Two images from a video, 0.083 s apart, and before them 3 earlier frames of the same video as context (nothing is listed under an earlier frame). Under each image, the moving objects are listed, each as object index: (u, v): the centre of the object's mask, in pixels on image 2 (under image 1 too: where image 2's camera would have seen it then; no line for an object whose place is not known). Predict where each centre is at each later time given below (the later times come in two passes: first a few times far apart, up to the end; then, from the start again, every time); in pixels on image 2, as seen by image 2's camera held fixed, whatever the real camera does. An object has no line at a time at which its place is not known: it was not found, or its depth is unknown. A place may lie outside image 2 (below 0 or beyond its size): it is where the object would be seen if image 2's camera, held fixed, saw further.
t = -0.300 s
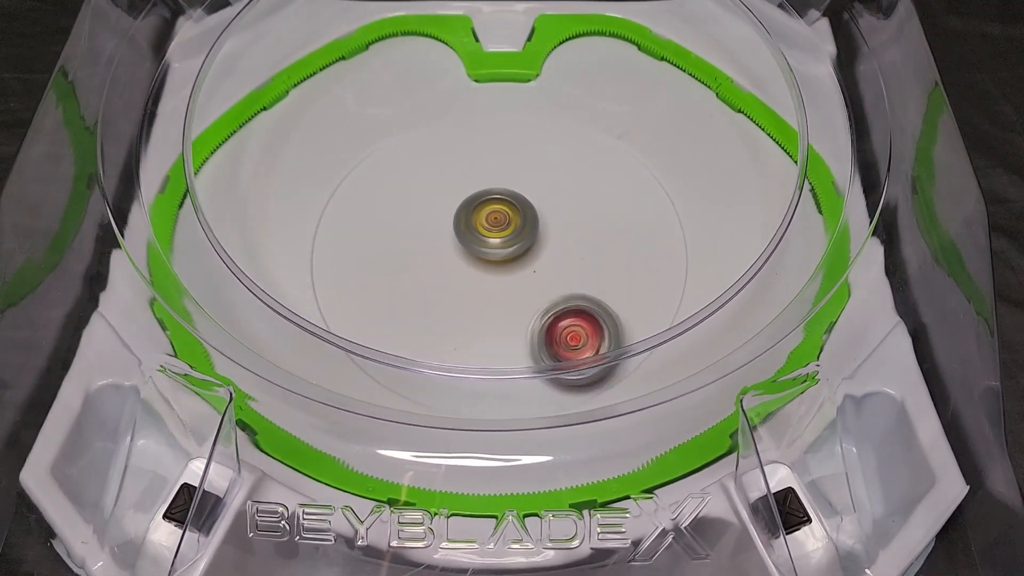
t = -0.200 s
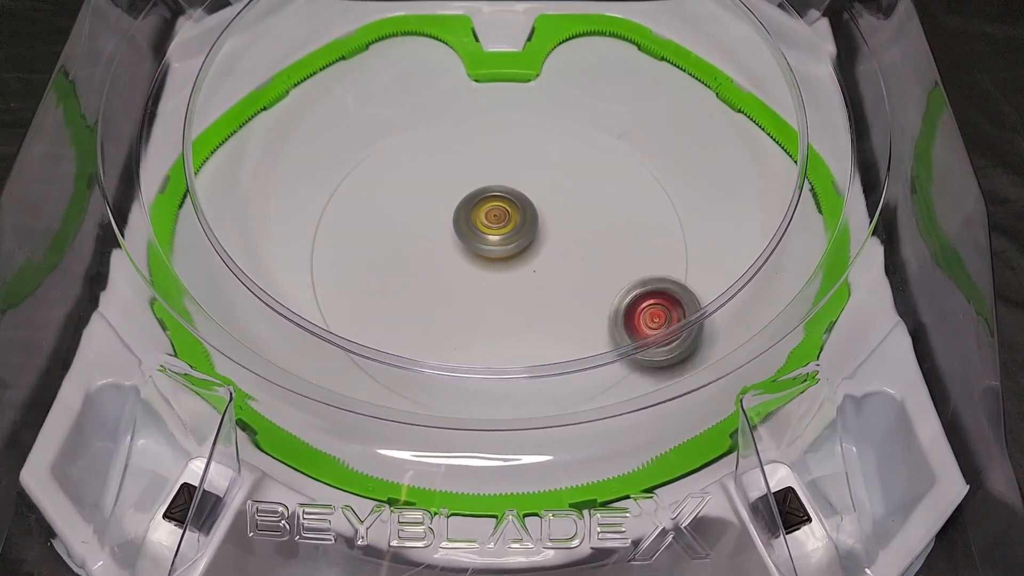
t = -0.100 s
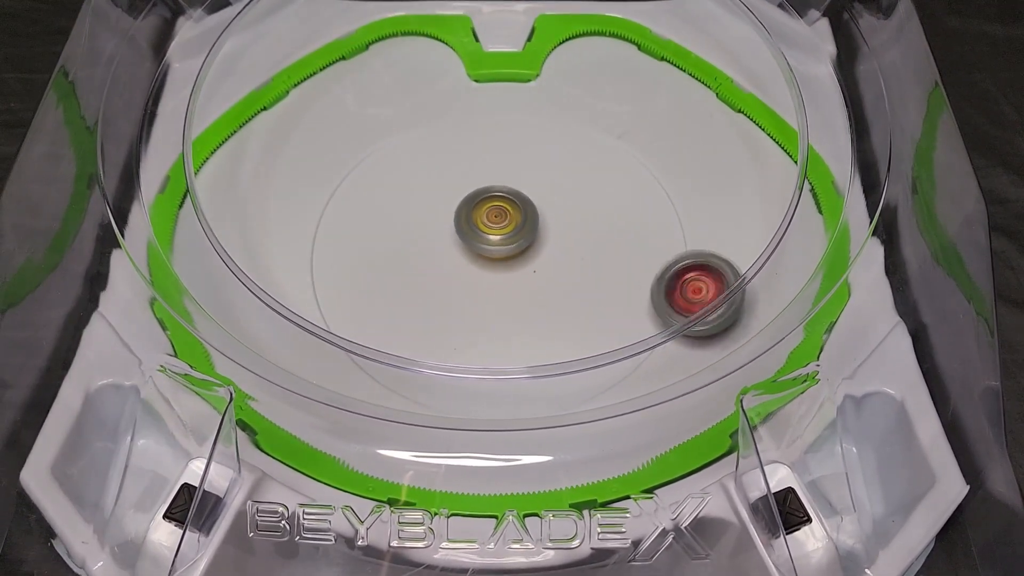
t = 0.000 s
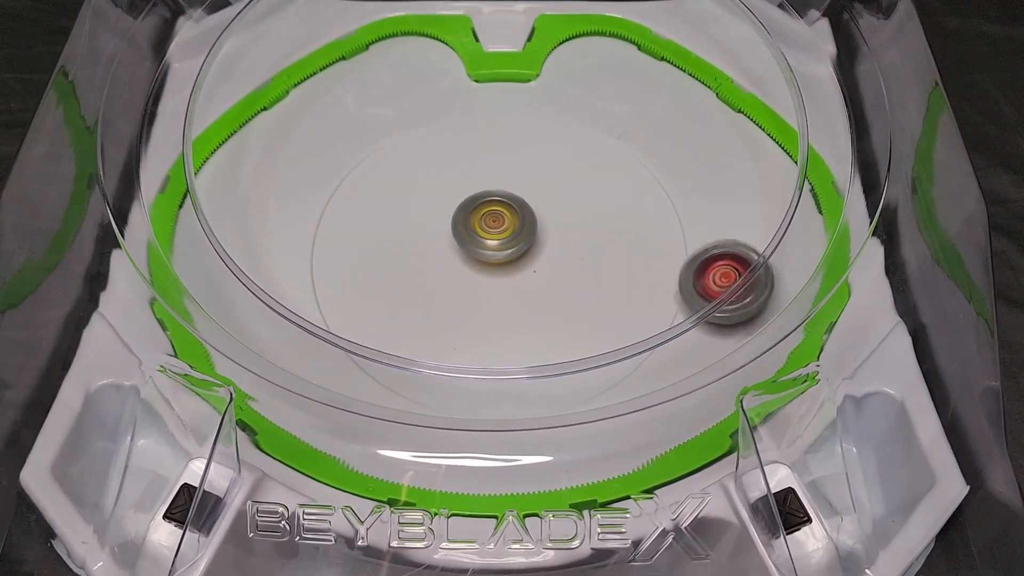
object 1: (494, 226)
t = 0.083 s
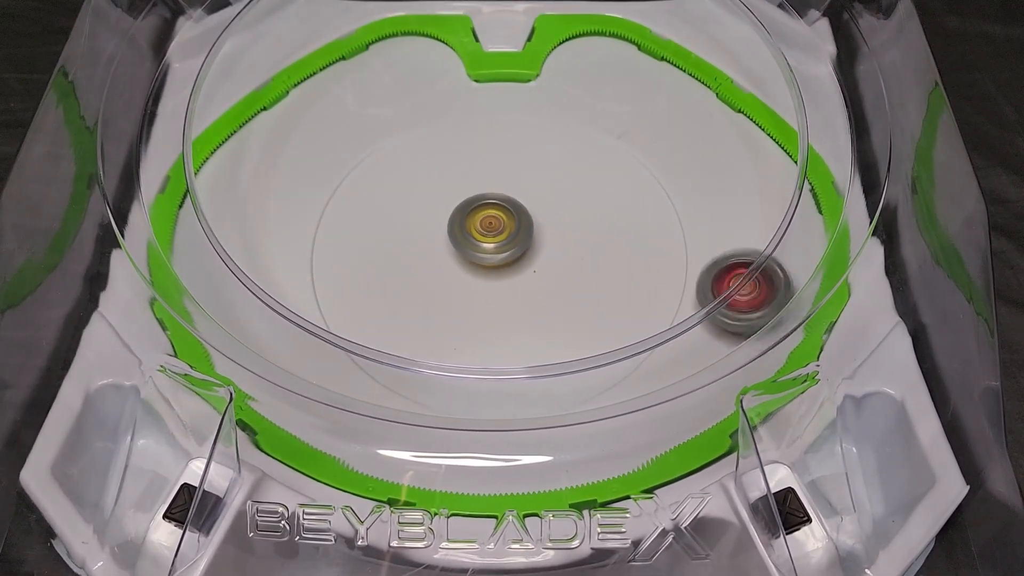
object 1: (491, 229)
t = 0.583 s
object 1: (484, 223)
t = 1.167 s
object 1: (485, 218)
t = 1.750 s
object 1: (406, 129)
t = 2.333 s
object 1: (524, 208)
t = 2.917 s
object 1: (502, 207)
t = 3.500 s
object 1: (444, 264)
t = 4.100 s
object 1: (480, 193)
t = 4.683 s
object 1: (461, 224)
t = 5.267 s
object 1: (518, 199)
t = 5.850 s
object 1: (403, 237)
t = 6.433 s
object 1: (419, 328)
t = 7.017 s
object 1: (467, 268)
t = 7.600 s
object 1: (765, 271)
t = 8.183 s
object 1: (719, 286)
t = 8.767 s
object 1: (556, 255)
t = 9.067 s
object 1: (447, 228)
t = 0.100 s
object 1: (490, 230)
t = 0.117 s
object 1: (489, 229)
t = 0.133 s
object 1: (489, 229)
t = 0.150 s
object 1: (488, 229)
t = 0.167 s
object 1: (488, 229)
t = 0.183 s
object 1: (488, 228)
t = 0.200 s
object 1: (488, 228)
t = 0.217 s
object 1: (488, 227)
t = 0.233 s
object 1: (487, 225)
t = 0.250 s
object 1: (488, 225)
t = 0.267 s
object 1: (488, 224)
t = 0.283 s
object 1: (488, 223)
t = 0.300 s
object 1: (488, 223)
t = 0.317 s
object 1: (488, 222)
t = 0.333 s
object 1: (489, 222)
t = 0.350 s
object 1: (489, 221)
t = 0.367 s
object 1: (489, 221)
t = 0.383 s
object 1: (489, 221)
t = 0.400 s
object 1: (489, 221)
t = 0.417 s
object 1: (489, 221)
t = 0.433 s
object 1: (489, 221)
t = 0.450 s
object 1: (488, 222)
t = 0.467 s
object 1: (488, 222)
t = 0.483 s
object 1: (488, 222)
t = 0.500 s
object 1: (487, 222)
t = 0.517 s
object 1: (486, 223)
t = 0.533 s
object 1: (486, 223)
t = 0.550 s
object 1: (485, 223)
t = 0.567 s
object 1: (484, 223)
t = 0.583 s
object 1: (484, 223)
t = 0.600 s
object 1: (483, 224)
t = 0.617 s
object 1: (482, 224)
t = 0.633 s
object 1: (481, 225)
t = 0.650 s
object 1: (480, 225)
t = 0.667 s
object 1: (480, 225)
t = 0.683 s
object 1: (479, 226)
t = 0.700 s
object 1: (479, 226)
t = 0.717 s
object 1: (479, 226)
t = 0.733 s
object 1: (479, 226)
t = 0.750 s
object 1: (479, 226)
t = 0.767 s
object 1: (479, 226)
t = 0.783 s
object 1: (479, 226)
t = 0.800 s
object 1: (479, 226)
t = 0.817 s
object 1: (479, 226)
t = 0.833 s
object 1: (479, 226)
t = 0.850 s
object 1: (480, 226)
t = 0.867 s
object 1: (479, 225)
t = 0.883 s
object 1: (480, 225)
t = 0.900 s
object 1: (480, 225)
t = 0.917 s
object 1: (480, 225)
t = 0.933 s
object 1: (480, 224)
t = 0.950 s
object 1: (480, 224)
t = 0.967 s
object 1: (480, 224)
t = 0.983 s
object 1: (481, 223)
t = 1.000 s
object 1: (481, 223)
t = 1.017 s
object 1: (481, 223)
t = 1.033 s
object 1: (482, 223)
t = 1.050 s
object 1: (482, 222)
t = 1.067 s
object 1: (482, 221)
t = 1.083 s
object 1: (483, 220)
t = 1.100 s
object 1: (483, 219)
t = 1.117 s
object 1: (484, 219)
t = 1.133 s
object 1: (485, 218)
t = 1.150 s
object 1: (485, 218)
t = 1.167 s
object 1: (485, 218)
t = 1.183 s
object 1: (485, 217)
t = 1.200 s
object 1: (485, 217)
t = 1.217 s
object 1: (485, 217)
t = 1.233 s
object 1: (485, 217)
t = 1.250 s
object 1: (485, 217)
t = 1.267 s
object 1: (484, 216)
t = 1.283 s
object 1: (485, 216)
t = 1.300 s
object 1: (484, 216)
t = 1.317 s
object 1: (484, 216)
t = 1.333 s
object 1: (484, 216)
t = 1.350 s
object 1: (484, 216)
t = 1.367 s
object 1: (484, 215)
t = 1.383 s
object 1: (483, 215)
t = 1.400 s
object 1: (481, 207)
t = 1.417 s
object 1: (476, 194)
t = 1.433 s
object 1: (472, 181)
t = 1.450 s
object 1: (469, 169)
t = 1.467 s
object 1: (466, 159)
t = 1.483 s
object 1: (463, 149)
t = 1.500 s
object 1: (460, 140)
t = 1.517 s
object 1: (457, 133)
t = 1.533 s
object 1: (454, 126)
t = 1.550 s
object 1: (451, 122)
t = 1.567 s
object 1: (448, 118)
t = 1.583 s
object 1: (444, 115)
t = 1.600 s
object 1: (440, 114)
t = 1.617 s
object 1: (436, 113)
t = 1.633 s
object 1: (432, 113)
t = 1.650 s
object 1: (428, 114)
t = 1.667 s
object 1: (424, 115)
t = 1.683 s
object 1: (420, 117)
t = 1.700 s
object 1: (416, 120)
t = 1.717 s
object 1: (412, 122)
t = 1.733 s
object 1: (409, 125)
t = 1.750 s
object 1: (406, 129)
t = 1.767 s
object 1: (403, 133)
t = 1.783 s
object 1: (401, 138)
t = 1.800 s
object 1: (399, 143)
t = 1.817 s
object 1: (397, 148)
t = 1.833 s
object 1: (396, 153)
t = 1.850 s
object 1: (396, 159)
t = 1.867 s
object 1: (396, 165)
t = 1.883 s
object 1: (396, 170)
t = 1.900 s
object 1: (397, 175)
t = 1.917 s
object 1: (399, 181)
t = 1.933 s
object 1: (402, 187)
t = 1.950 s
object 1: (404, 193)
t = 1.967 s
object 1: (408, 199)
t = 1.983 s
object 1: (412, 204)
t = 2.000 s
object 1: (416, 209)
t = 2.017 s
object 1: (421, 213)
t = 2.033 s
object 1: (427, 218)
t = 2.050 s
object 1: (433, 221)
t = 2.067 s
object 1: (439, 225)
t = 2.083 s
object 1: (445, 227)
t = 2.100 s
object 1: (451, 230)
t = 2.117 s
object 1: (457, 231)
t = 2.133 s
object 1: (463, 232)
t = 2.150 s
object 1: (469, 233)
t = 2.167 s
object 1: (475, 232)
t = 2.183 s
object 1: (481, 232)
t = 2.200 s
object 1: (486, 231)
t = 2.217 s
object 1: (492, 229)
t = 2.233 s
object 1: (498, 227)
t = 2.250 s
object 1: (503, 224)
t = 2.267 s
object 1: (508, 222)
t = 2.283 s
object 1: (512, 219)
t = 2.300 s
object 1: (517, 216)
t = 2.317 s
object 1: (521, 212)
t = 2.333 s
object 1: (524, 208)
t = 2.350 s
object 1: (528, 205)
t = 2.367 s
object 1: (530, 201)
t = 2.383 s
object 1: (532, 198)
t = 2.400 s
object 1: (534, 194)
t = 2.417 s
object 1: (535, 191)
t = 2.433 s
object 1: (536, 188)
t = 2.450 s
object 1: (536, 185)
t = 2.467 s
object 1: (536, 183)
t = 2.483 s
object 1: (535, 180)
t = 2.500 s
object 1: (534, 178)
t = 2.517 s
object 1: (532, 176)
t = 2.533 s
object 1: (530, 175)
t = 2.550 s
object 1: (528, 174)
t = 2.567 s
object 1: (526, 174)
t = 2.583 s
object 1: (523, 174)
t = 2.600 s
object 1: (521, 174)
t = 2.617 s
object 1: (518, 175)
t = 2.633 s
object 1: (516, 175)
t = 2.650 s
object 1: (514, 177)
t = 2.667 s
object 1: (512, 178)
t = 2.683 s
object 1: (510, 180)
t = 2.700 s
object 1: (508, 181)
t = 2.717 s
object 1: (507, 183)
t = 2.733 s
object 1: (505, 185)
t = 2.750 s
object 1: (505, 188)
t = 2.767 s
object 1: (504, 190)
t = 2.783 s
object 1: (503, 192)
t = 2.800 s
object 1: (503, 194)
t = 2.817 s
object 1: (503, 197)
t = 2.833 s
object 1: (504, 199)
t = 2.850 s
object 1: (504, 201)
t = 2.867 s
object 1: (505, 204)
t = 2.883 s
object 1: (505, 206)
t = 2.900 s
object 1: (506, 208)
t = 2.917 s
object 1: (502, 207)
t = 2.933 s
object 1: (491, 199)
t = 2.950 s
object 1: (480, 193)
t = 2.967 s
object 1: (470, 186)
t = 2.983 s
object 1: (461, 181)
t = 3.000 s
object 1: (453, 177)
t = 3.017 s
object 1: (446, 173)
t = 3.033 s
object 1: (439, 170)
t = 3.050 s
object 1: (433, 168)
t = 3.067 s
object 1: (428, 167)
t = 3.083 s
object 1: (422, 167)
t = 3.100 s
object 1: (418, 169)
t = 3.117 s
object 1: (414, 170)
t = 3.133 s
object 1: (410, 173)
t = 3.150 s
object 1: (407, 177)
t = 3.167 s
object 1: (404, 182)
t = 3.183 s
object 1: (402, 186)
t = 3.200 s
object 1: (400, 192)
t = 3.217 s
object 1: (398, 197)
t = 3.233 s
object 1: (397, 203)
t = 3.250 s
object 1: (397, 209)
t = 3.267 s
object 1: (397, 214)
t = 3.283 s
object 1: (398, 220)
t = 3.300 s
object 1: (399, 225)
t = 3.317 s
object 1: (401, 230)
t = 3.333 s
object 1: (404, 236)
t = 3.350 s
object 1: (406, 240)
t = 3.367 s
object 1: (409, 244)
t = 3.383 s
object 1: (413, 248)
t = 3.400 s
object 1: (417, 252)
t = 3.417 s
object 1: (421, 255)
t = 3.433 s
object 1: (425, 257)
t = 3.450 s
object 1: (430, 260)
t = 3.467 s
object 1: (435, 262)
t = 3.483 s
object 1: (439, 263)
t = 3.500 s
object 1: (444, 264)
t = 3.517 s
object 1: (449, 264)
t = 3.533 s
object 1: (454, 264)
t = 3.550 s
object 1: (459, 264)
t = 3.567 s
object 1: (463, 263)
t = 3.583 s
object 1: (468, 262)
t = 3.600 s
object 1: (471, 260)
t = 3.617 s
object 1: (475, 258)
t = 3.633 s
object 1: (479, 256)
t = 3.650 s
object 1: (482, 254)
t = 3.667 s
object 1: (485, 251)
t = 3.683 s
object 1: (487, 248)
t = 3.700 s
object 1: (489, 245)
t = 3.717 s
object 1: (491, 242)
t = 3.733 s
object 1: (493, 239)
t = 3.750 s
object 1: (493, 236)
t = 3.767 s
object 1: (494, 233)
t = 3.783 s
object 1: (494, 230)
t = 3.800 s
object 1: (494, 227)
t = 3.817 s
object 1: (494, 223)
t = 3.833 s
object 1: (494, 220)
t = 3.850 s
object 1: (494, 217)
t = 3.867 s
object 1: (494, 214)
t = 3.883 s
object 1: (493, 211)
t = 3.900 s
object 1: (493, 209)
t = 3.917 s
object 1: (492, 206)
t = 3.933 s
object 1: (491, 204)
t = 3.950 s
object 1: (490, 202)
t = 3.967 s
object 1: (489, 200)
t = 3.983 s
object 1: (489, 199)
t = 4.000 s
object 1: (488, 197)
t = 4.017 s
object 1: (487, 196)
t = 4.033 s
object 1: (486, 196)
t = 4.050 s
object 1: (484, 195)
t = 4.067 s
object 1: (483, 194)
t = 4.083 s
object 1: (482, 194)
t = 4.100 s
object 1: (480, 193)
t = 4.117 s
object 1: (479, 193)
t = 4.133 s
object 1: (478, 193)
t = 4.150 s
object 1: (477, 193)
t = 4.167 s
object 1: (476, 194)
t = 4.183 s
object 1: (475, 194)
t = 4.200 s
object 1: (474, 194)
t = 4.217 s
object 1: (472, 195)
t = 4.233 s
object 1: (472, 196)
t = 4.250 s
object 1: (471, 196)
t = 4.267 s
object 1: (470, 197)
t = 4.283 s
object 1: (469, 198)
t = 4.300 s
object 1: (465, 197)
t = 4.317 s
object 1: (458, 196)
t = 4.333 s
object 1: (452, 195)
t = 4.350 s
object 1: (447, 195)
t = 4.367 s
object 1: (443, 195)
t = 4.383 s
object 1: (440, 195)
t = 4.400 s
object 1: (438, 196)
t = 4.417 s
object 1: (436, 197)
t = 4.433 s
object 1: (435, 198)
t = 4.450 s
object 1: (435, 199)
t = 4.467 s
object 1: (435, 200)
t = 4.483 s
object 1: (436, 202)
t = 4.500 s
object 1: (437, 204)
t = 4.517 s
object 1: (438, 206)
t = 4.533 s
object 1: (440, 208)
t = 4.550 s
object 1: (441, 210)
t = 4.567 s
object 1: (443, 212)
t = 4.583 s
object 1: (445, 214)
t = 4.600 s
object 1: (448, 216)
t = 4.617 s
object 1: (450, 218)
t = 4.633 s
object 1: (452, 219)
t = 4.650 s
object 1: (455, 221)
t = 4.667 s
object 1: (458, 222)
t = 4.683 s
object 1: (461, 224)
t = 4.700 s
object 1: (463, 225)
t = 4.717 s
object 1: (466, 226)
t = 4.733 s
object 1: (469, 227)
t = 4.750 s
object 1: (472, 228)
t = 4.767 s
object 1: (475, 228)
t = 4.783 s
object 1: (478, 229)
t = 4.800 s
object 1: (480, 229)
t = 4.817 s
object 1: (483, 229)
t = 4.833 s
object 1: (485, 229)
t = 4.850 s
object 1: (487, 229)
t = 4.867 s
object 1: (490, 229)
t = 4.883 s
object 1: (492, 228)
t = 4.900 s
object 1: (493, 228)
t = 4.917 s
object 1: (496, 227)
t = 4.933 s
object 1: (501, 227)
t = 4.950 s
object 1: (506, 227)
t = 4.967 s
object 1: (511, 227)
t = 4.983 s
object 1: (514, 227)
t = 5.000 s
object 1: (518, 227)
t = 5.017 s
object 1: (520, 226)
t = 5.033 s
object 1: (522, 225)
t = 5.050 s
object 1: (523, 225)
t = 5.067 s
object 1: (524, 223)
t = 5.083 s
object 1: (525, 222)
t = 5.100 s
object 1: (525, 220)
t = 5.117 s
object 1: (525, 218)
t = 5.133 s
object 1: (524, 216)
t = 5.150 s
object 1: (524, 214)
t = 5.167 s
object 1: (523, 212)
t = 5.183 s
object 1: (523, 209)
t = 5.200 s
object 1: (522, 207)
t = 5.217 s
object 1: (521, 205)
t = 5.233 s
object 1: (520, 202)
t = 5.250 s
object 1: (519, 201)
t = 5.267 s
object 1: (518, 199)
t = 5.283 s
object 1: (517, 198)
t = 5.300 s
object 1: (515, 197)
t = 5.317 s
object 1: (514, 196)
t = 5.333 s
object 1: (512, 196)
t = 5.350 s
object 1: (511, 196)
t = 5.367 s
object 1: (510, 196)
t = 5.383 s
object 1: (509, 196)
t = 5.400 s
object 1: (507, 196)
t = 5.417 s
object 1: (506, 197)
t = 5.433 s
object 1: (505, 198)
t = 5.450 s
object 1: (504, 198)
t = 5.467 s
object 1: (503, 199)
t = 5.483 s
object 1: (499, 200)
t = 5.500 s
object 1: (484, 198)
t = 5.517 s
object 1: (471, 196)
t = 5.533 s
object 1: (459, 195)
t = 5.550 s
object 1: (448, 193)
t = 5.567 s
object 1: (438, 192)
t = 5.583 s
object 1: (429, 192)
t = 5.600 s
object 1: (421, 191)
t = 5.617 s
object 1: (414, 192)
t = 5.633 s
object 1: (409, 192)
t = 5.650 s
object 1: (404, 194)
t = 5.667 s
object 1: (400, 196)
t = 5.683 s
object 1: (398, 199)
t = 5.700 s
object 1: (396, 202)
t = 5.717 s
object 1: (394, 205)
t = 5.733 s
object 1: (394, 209)
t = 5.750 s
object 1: (394, 213)
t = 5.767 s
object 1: (394, 217)
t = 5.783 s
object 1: (395, 222)
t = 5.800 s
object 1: (397, 226)
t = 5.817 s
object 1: (398, 230)
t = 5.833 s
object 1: (400, 233)
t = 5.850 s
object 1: (403, 237)
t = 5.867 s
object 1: (406, 241)
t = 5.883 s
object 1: (409, 244)
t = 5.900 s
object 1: (412, 247)
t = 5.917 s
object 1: (415, 249)
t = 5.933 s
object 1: (413, 256)
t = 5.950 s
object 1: (408, 266)
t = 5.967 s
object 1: (405, 274)
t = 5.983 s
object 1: (403, 281)
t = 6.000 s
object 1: (402, 286)
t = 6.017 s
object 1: (401, 291)
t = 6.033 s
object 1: (402, 295)
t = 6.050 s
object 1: (404, 298)
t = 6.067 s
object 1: (407, 301)
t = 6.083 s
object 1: (410, 303)
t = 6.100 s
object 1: (414, 304)
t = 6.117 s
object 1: (418, 305)
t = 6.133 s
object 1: (422, 306)
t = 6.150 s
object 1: (427, 305)
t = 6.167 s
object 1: (431, 305)
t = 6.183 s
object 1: (423, 310)
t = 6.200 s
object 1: (414, 317)
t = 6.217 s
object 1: (409, 320)
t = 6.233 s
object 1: (405, 322)
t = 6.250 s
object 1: (402, 324)
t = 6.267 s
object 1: (401, 325)
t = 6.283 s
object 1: (401, 326)
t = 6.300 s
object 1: (401, 327)
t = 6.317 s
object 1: (403, 328)
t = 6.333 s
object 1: (404, 328)
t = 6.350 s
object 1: (406, 329)
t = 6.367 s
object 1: (409, 329)
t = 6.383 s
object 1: (411, 329)
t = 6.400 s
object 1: (414, 329)
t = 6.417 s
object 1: (417, 328)
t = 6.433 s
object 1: (419, 328)
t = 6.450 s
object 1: (422, 327)
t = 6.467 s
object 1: (425, 326)
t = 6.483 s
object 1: (428, 324)
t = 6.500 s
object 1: (430, 322)
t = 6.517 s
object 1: (433, 319)
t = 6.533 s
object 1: (435, 315)
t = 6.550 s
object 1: (438, 311)
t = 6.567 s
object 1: (440, 307)
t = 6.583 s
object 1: (442, 302)
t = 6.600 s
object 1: (444, 298)
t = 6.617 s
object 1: (446, 293)
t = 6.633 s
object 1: (448, 289)
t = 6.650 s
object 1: (449, 284)
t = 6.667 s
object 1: (451, 279)
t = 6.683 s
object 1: (452, 274)
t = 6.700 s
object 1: (453, 269)
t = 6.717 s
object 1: (455, 264)
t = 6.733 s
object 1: (456, 259)
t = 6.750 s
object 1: (457, 255)
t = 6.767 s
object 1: (458, 256)
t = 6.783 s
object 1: (458, 264)
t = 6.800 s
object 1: (458, 271)
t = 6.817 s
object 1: (457, 277)
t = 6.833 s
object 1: (457, 281)
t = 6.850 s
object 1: (457, 285)
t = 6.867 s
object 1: (457, 287)
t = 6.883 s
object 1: (458, 289)
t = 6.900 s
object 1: (458, 289)
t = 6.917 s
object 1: (458, 289)
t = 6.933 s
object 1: (458, 287)
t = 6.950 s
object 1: (459, 285)
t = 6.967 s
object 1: (461, 281)
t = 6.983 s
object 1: (462, 277)
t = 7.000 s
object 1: (465, 273)
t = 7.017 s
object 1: (467, 268)
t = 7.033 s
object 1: (469, 264)
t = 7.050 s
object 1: (471, 259)
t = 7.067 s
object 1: (474, 254)
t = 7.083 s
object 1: (476, 250)
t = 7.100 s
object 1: (486, 252)
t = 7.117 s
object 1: (511, 263)
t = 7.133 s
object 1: (535, 274)
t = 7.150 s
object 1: (559, 283)
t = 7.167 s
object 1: (582, 291)
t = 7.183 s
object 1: (604, 297)
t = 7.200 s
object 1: (623, 300)
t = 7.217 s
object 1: (639, 301)
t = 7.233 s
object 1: (654, 299)
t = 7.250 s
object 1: (672, 304)
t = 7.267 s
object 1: (680, 298)
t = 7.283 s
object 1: (686, 293)
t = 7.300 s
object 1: (691, 292)
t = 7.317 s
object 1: (696, 290)
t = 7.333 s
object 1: (702, 287)
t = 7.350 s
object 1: (707, 286)
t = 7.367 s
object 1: (711, 284)
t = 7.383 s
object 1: (716, 282)
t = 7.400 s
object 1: (720, 281)
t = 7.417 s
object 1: (725, 279)
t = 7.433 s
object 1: (730, 278)
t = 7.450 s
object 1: (734, 276)
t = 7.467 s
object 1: (738, 275)
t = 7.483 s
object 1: (742, 274)
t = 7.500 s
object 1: (747, 274)
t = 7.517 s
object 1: (750, 273)
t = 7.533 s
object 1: (754, 272)
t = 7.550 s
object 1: (757, 272)
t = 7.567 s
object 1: (760, 271)
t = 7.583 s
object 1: (763, 271)
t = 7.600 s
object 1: (765, 271)
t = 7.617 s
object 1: (767, 271)
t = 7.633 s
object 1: (771, 271)
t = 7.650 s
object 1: (773, 271)
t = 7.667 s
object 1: (777, 273)
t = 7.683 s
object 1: (779, 274)
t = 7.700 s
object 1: (780, 274)
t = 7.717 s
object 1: (782, 275)
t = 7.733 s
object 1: (784, 276)
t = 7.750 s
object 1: (785, 276)
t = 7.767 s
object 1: (786, 277)
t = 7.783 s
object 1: (786, 278)
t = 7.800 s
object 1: (787, 279)
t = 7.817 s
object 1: (787, 279)
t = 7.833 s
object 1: (788, 280)
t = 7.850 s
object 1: (787, 281)
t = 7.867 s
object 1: (787, 282)
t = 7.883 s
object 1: (788, 283)
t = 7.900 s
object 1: (789, 286)
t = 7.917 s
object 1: (785, 285)
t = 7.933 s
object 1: (783, 287)
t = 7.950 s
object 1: (781, 287)
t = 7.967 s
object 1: (779, 289)
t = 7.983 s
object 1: (777, 289)
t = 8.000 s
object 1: (774, 291)
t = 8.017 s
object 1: (771, 290)
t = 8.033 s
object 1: (767, 293)
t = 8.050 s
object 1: (762, 290)
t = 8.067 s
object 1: (757, 290)
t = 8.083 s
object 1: (752, 290)
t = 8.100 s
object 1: (747, 290)
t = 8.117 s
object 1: (743, 290)
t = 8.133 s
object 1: (738, 290)
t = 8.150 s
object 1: (732, 289)
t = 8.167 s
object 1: (725, 288)
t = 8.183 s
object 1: (719, 286)
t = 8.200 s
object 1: (712, 285)
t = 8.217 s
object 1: (706, 283)
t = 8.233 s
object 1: (699, 282)
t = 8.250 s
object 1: (690, 279)
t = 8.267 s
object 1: (683, 278)
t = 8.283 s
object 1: (682, 278)
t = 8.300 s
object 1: (683, 279)
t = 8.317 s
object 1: (688, 287)
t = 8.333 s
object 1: (691, 297)
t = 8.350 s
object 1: (690, 300)
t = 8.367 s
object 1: (689, 302)
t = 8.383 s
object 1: (686, 306)
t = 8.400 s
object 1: (683, 308)
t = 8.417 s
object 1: (680, 309)
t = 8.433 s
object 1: (676, 310)
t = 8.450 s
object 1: (673, 310)
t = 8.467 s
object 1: (670, 311)
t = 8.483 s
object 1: (666, 311)
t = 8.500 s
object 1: (662, 310)
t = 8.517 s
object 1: (658, 310)
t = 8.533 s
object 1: (652, 309)
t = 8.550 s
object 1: (645, 305)
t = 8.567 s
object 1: (639, 302)
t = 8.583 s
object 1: (633, 300)
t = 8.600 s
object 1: (626, 295)
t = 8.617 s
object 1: (620, 290)
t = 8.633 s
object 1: (613, 286)
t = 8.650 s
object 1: (606, 282)
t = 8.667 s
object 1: (599, 277)
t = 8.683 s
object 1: (592, 273)
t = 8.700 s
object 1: (585, 270)
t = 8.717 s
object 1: (578, 265)
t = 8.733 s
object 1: (571, 262)
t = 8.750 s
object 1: (564, 259)
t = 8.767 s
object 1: (556, 255)
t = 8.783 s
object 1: (549, 252)
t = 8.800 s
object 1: (542, 249)
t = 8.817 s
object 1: (535, 246)
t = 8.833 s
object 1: (528, 244)
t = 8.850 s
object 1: (521, 240)
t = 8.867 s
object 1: (514, 238)
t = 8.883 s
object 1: (507, 236)
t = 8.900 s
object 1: (501, 234)
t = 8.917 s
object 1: (495, 232)
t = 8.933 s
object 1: (490, 231)
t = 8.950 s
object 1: (484, 230)
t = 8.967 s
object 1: (479, 229)
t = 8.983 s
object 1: (474, 228)
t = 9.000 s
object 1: (469, 228)
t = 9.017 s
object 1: (463, 228)
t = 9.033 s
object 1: (458, 228)
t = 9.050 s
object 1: (452, 228)
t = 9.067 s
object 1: (447, 228)
